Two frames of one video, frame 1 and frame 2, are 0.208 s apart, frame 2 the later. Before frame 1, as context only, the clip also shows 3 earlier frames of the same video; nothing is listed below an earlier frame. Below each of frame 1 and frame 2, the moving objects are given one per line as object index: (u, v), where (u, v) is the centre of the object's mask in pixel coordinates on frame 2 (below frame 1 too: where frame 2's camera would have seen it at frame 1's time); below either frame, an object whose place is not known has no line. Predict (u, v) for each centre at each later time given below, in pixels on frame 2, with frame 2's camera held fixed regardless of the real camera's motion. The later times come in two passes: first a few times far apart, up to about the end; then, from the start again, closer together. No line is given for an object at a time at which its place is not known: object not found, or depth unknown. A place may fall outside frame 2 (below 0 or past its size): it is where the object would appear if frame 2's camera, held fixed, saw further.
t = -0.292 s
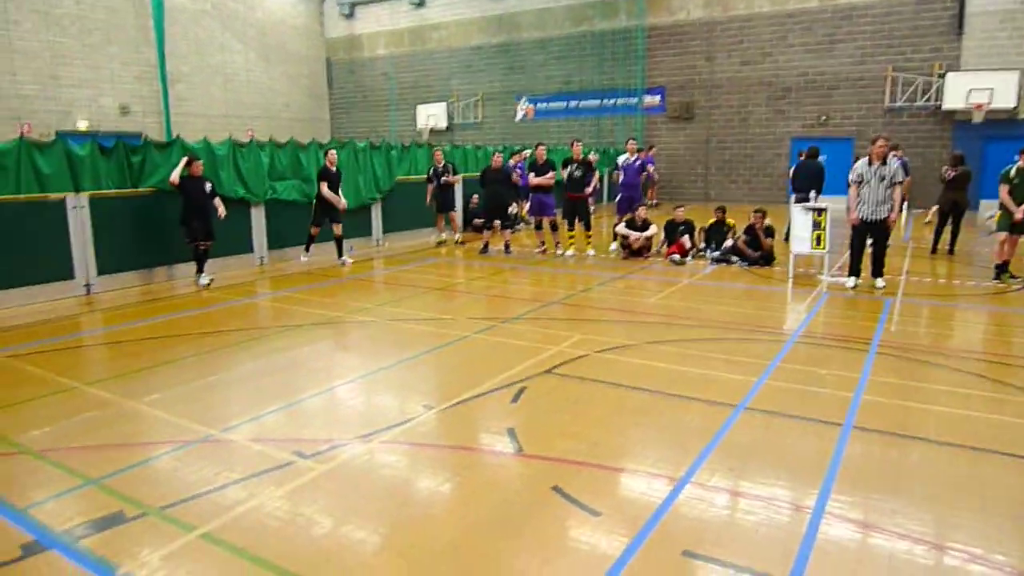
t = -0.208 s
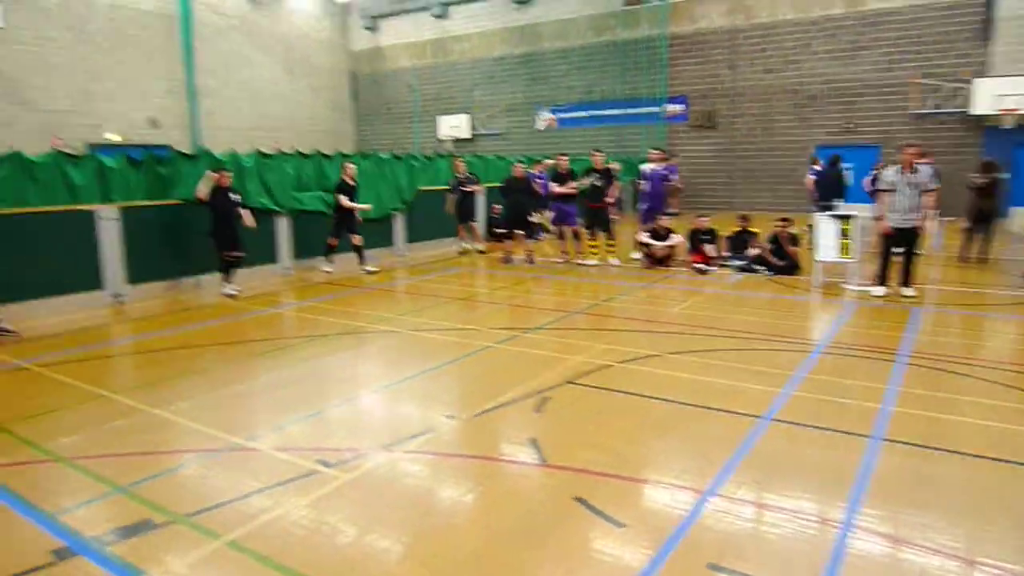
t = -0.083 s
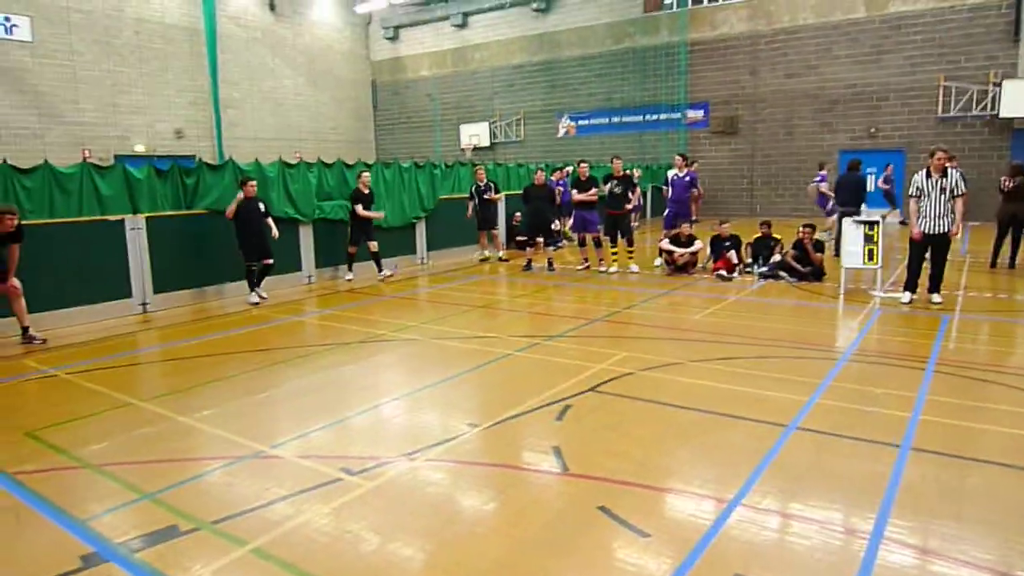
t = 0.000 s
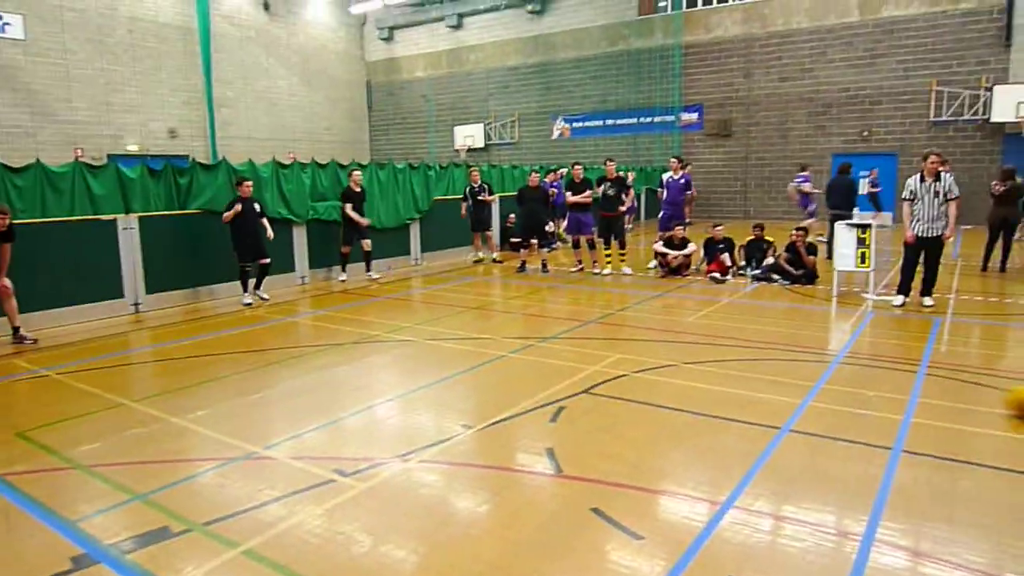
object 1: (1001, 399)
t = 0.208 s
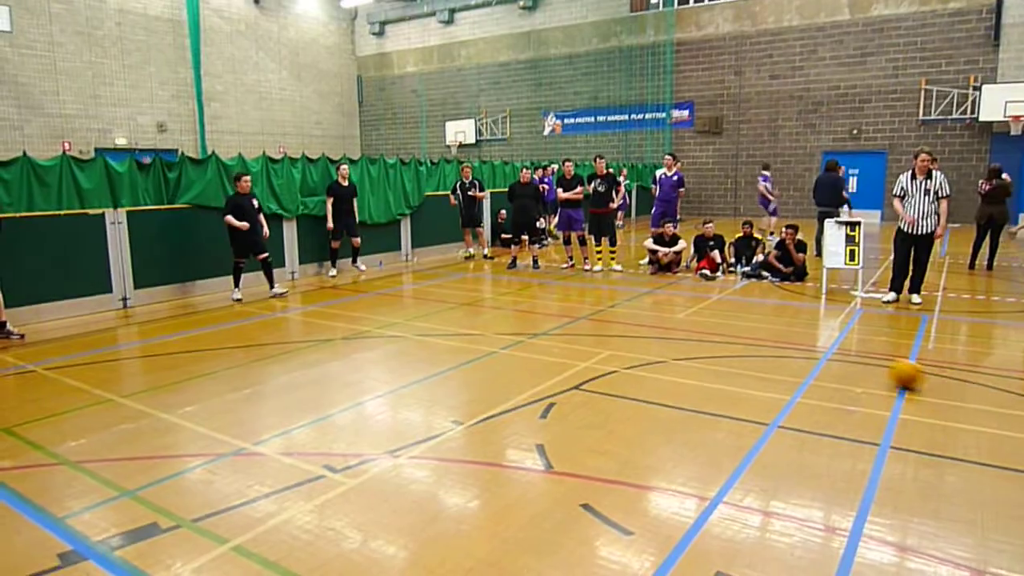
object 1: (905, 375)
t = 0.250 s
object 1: (888, 370)
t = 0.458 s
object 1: (809, 351)
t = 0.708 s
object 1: (736, 334)
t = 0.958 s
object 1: (677, 321)
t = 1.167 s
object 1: (639, 311)
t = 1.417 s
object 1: (601, 301)
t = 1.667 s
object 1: (569, 294)
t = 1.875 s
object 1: (548, 288)
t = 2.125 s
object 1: (524, 281)
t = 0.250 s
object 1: (888, 370)
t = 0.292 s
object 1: (871, 366)
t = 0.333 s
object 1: (855, 363)
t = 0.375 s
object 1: (839, 359)
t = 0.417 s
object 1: (823, 356)
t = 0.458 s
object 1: (809, 351)
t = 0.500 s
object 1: (795, 347)
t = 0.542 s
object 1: (782, 345)
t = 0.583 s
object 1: (770, 342)
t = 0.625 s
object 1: (758, 340)
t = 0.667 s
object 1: (746, 337)
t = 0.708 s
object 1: (736, 334)
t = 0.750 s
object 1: (725, 332)
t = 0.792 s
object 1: (714, 330)
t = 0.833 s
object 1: (704, 327)
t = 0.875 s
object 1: (696, 325)
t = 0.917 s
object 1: (687, 323)
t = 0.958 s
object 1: (677, 321)
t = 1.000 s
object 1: (669, 319)
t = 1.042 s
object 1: (662, 317)
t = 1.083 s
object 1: (654, 314)
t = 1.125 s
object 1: (647, 313)
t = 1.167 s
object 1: (639, 311)
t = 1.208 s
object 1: (632, 310)
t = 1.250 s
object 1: (625, 308)
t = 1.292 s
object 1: (619, 306)
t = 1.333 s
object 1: (613, 304)
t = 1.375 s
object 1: (607, 303)
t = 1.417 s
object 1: (601, 301)
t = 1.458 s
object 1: (595, 300)
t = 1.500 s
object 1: (590, 299)
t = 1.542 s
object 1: (585, 297)
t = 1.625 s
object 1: (575, 295)
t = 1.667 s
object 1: (569, 294)
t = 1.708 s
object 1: (564, 293)
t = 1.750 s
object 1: (561, 291)
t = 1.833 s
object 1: (552, 288)
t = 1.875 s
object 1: (548, 288)
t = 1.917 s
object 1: (543, 286)
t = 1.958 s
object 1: (539, 285)
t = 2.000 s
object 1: (535, 284)
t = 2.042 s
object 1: (531, 283)
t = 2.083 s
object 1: (528, 282)
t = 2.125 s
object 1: (524, 281)
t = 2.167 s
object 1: (521, 281)
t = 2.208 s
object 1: (517, 280)
